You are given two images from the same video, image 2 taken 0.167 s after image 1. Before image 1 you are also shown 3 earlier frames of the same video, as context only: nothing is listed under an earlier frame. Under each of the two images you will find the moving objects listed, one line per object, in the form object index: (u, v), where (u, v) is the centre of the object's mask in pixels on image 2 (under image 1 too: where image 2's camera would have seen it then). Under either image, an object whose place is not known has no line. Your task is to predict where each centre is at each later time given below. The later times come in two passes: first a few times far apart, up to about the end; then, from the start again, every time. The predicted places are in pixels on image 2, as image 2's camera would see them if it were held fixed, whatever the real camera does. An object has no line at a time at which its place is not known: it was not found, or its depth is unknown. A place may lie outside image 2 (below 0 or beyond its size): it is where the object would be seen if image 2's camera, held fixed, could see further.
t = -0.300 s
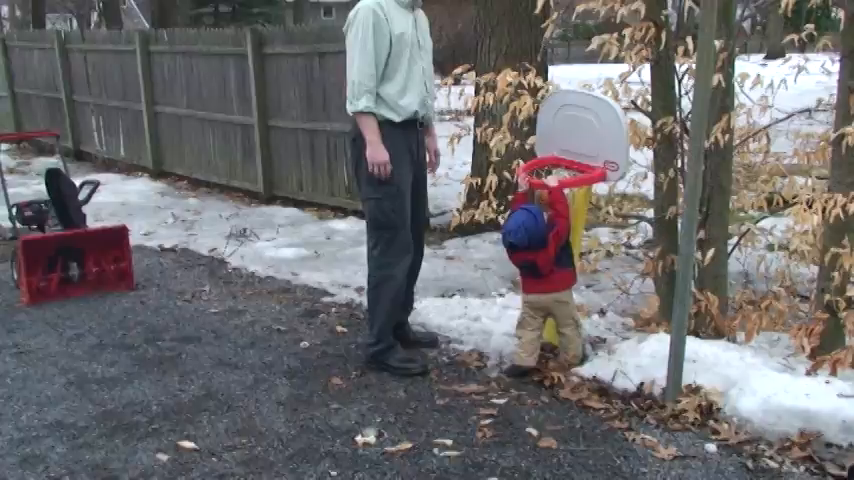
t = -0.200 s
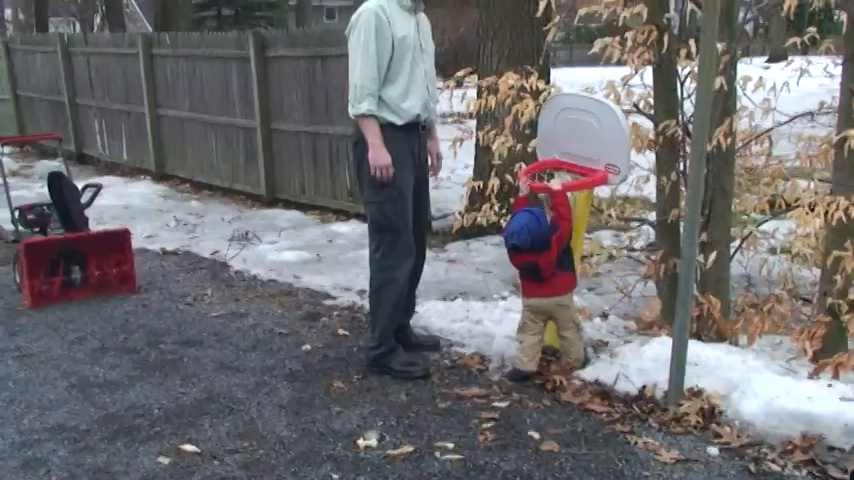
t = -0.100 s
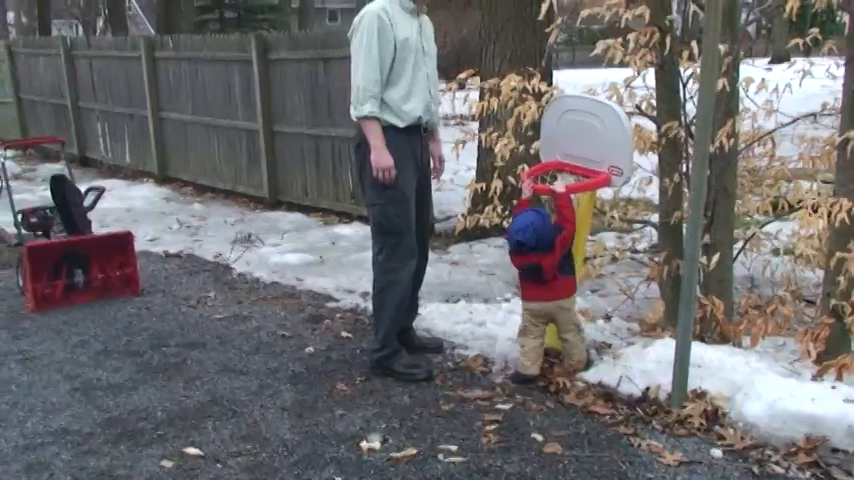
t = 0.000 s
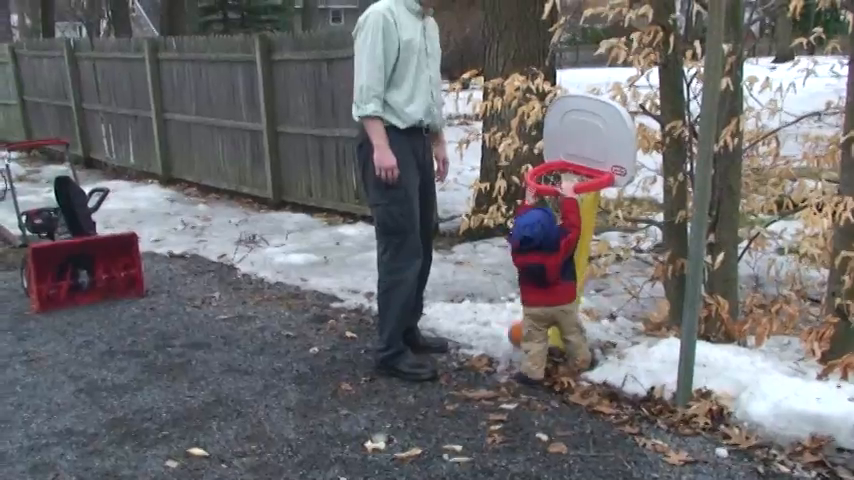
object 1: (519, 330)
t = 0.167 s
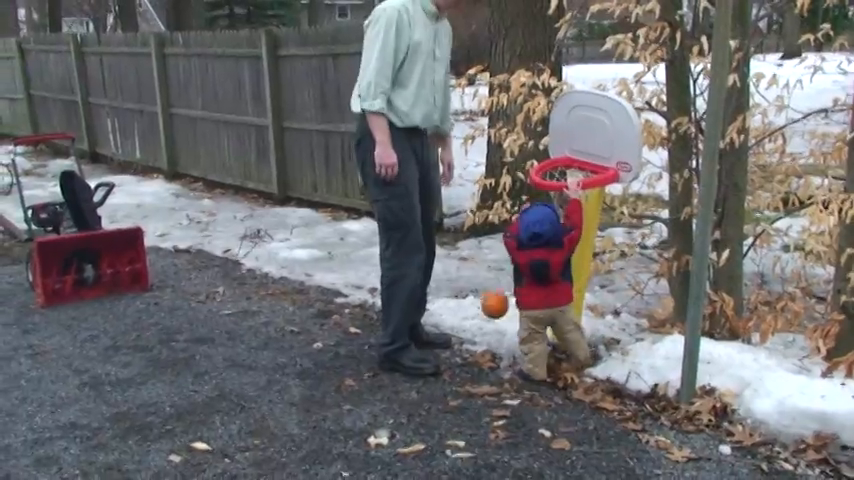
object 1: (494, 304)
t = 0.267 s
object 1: (476, 316)
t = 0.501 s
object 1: (438, 353)
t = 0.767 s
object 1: (410, 380)
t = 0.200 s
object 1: (488, 305)
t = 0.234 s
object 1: (482, 309)
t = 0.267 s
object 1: (476, 316)
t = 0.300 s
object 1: (469, 324)
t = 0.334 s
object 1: (463, 334)
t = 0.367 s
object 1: (455, 349)
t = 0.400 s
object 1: (449, 364)
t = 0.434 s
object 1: (446, 362)
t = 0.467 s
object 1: (441, 356)
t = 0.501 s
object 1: (438, 353)
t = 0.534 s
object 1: (435, 353)
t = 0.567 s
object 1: (432, 353)
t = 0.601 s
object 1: (427, 356)
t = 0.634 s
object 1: (424, 362)
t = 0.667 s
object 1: (421, 372)
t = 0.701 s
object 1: (417, 378)
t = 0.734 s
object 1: (414, 378)
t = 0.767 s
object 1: (410, 380)
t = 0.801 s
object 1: (406, 384)
